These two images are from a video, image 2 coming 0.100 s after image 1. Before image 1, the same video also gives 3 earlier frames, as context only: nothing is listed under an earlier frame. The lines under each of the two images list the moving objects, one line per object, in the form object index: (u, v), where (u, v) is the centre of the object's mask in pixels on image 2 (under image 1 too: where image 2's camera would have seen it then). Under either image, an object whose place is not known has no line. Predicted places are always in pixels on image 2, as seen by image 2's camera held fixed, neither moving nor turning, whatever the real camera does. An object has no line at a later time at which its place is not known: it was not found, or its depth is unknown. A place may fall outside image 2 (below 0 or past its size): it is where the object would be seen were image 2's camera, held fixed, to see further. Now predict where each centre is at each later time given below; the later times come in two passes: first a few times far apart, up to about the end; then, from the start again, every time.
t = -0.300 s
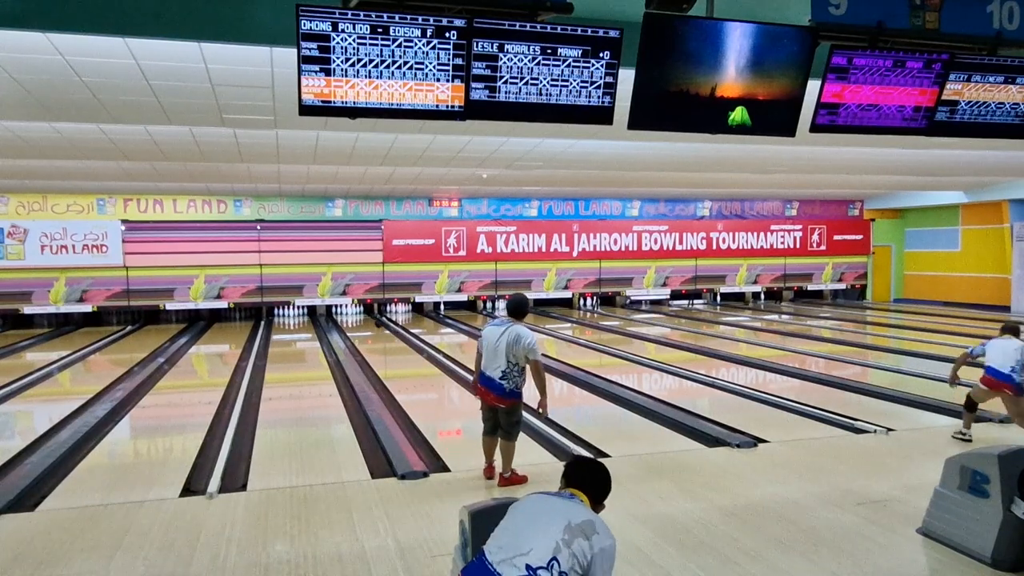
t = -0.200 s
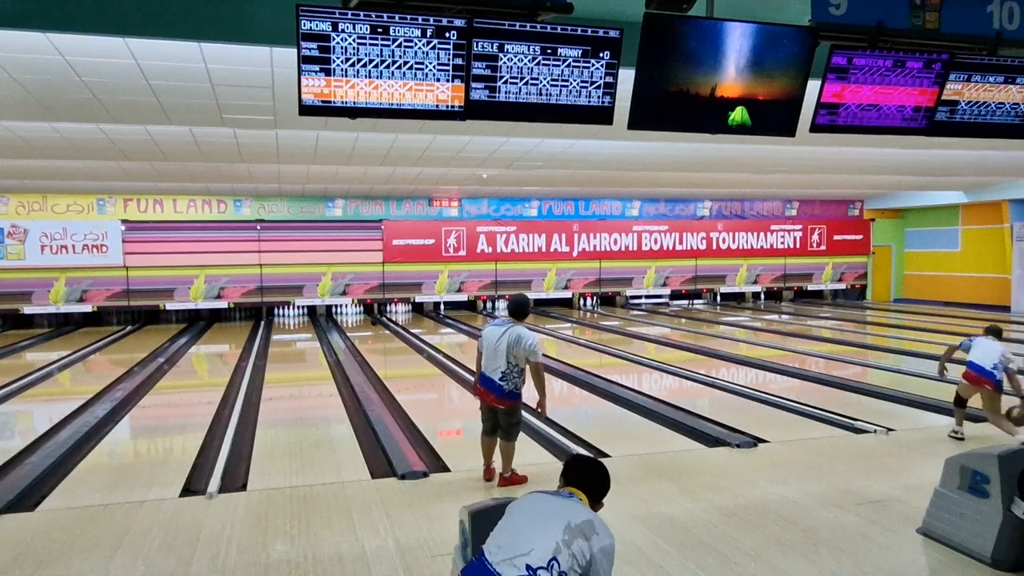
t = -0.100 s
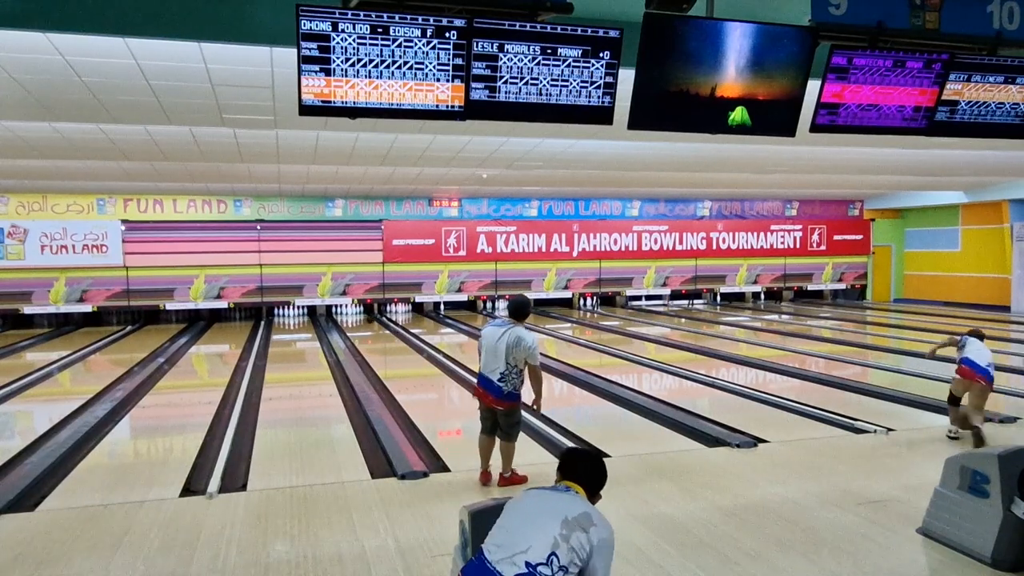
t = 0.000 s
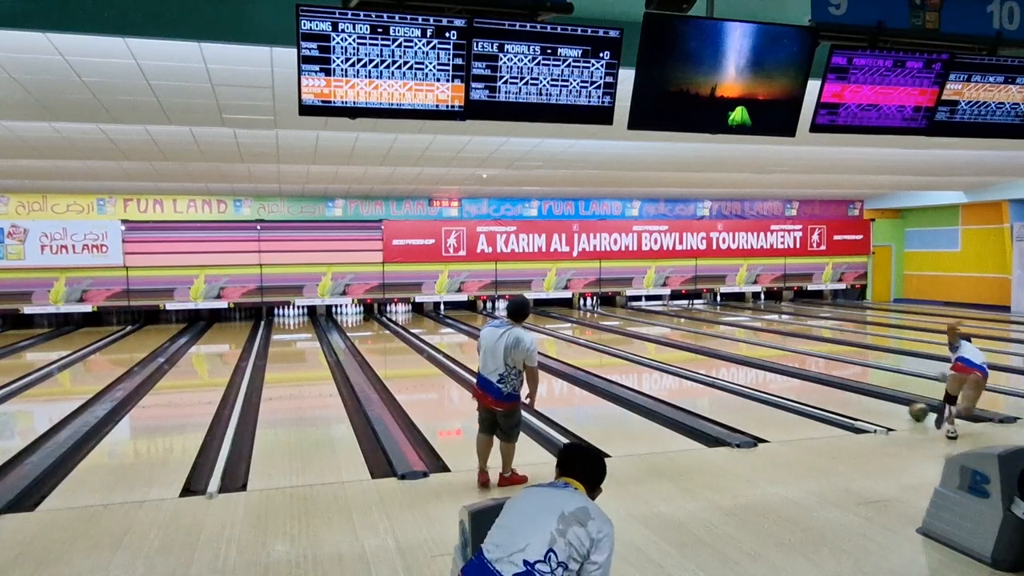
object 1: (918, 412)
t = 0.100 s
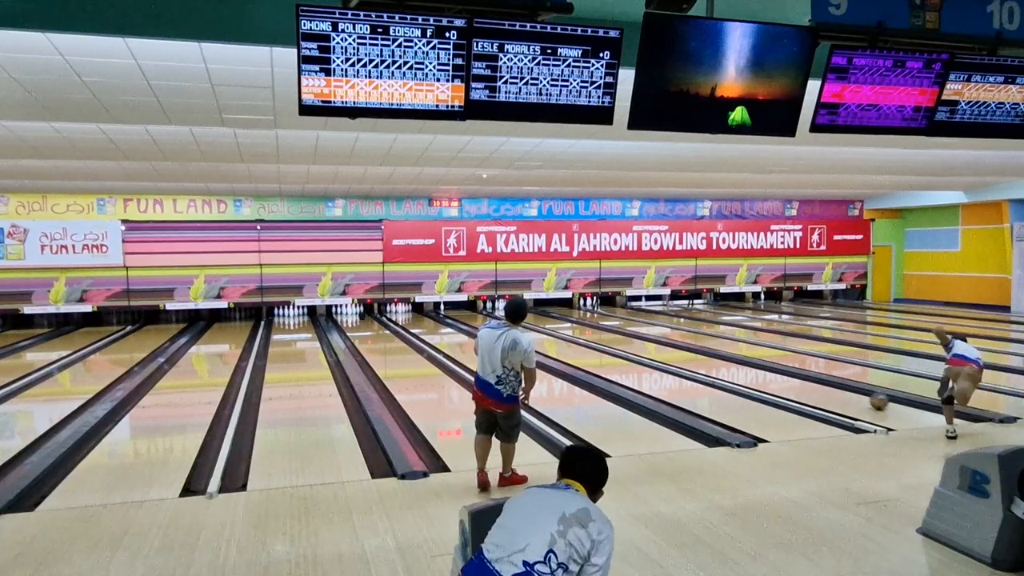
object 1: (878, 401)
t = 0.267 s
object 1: (823, 386)
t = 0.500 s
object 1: (761, 370)
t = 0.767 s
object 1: (706, 356)
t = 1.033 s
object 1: (664, 346)
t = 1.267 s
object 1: (633, 337)
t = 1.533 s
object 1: (604, 330)
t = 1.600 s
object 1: (598, 328)
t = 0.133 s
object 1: (866, 398)
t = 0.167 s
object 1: (855, 395)
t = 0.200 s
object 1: (844, 392)
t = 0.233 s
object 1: (833, 389)
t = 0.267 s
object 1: (823, 386)
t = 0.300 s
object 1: (813, 384)
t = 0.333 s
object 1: (804, 381)
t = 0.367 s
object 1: (794, 379)
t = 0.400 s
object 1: (786, 375)
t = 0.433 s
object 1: (777, 374)
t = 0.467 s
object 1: (769, 372)
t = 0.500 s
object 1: (761, 370)
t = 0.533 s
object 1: (754, 368)
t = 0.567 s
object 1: (746, 367)
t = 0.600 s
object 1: (739, 365)
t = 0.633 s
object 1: (733, 363)
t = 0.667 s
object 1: (726, 361)
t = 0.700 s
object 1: (719, 359)
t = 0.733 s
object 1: (713, 358)
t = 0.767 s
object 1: (706, 356)
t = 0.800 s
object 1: (701, 355)
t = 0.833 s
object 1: (695, 353)
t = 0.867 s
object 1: (690, 352)
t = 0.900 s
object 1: (684, 351)
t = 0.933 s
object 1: (679, 349)
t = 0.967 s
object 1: (674, 348)
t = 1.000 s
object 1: (669, 346)
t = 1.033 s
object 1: (664, 346)
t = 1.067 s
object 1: (659, 344)
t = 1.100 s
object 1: (654, 343)
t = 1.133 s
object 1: (650, 342)
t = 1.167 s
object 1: (646, 340)
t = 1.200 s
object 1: (642, 340)
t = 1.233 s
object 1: (637, 338)
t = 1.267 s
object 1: (633, 337)
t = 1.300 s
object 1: (630, 337)
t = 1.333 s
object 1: (625, 335)
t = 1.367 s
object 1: (622, 335)
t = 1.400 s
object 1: (618, 333)
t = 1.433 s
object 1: (615, 332)
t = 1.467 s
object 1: (611, 332)
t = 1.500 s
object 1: (608, 331)
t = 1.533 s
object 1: (604, 330)
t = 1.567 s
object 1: (601, 330)
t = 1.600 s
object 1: (598, 328)
